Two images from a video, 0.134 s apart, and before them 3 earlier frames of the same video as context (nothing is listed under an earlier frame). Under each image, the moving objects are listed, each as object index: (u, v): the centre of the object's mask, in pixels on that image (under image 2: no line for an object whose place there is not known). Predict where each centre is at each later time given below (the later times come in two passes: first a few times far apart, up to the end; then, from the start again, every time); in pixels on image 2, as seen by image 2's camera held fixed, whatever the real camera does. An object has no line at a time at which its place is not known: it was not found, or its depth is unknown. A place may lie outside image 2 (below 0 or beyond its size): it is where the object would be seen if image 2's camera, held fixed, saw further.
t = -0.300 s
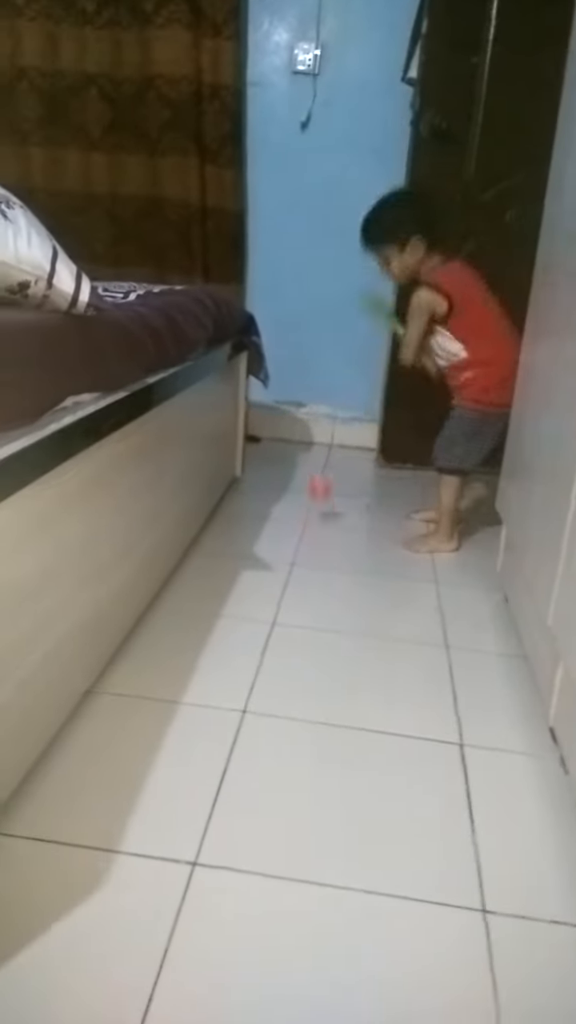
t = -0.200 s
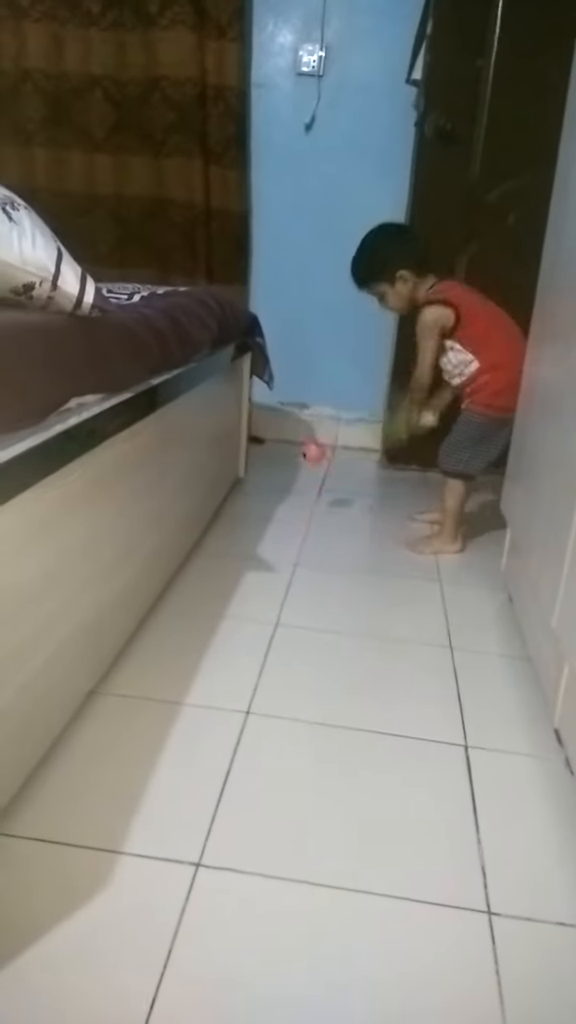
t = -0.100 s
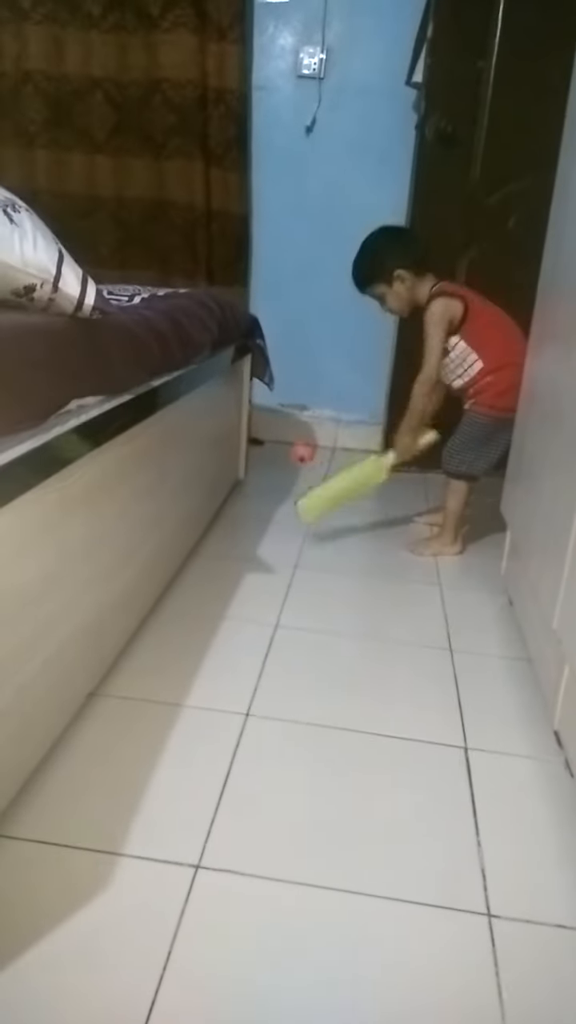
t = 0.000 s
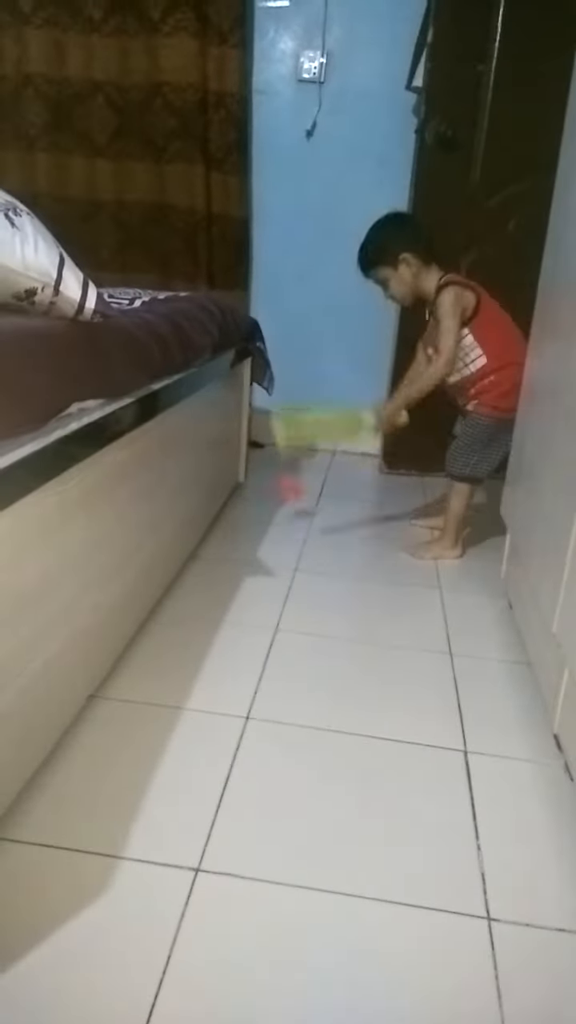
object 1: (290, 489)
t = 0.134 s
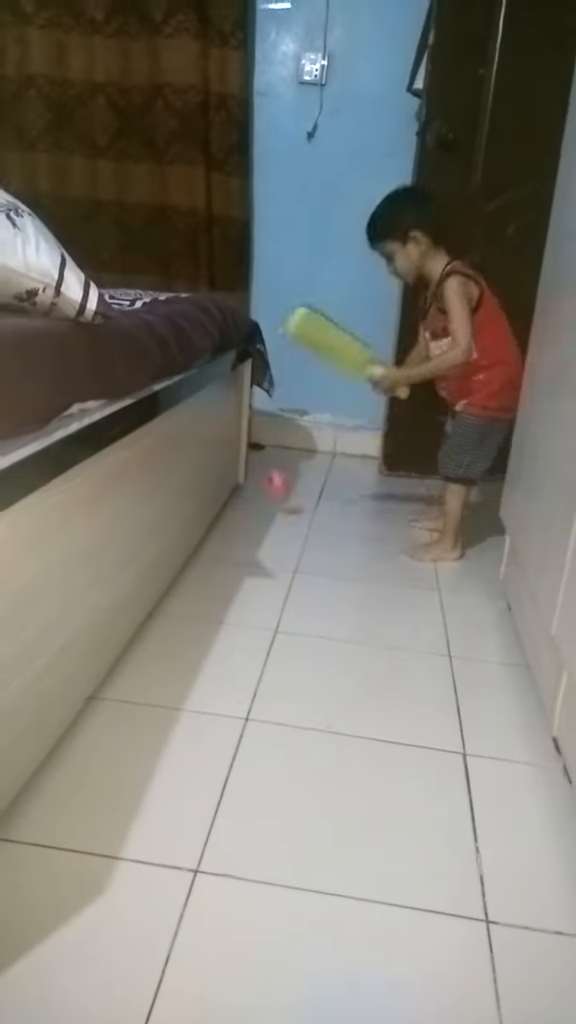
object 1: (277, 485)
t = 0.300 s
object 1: (261, 492)
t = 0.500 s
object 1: (253, 488)
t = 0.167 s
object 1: (275, 478)
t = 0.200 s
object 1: (271, 475)
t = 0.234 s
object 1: (269, 476)
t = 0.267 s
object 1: (266, 480)
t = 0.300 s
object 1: (261, 492)
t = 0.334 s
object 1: (256, 503)
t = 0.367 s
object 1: (256, 503)
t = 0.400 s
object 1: (255, 497)
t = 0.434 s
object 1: (255, 491)
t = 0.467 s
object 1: (254, 488)
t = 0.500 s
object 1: (253, 488)
